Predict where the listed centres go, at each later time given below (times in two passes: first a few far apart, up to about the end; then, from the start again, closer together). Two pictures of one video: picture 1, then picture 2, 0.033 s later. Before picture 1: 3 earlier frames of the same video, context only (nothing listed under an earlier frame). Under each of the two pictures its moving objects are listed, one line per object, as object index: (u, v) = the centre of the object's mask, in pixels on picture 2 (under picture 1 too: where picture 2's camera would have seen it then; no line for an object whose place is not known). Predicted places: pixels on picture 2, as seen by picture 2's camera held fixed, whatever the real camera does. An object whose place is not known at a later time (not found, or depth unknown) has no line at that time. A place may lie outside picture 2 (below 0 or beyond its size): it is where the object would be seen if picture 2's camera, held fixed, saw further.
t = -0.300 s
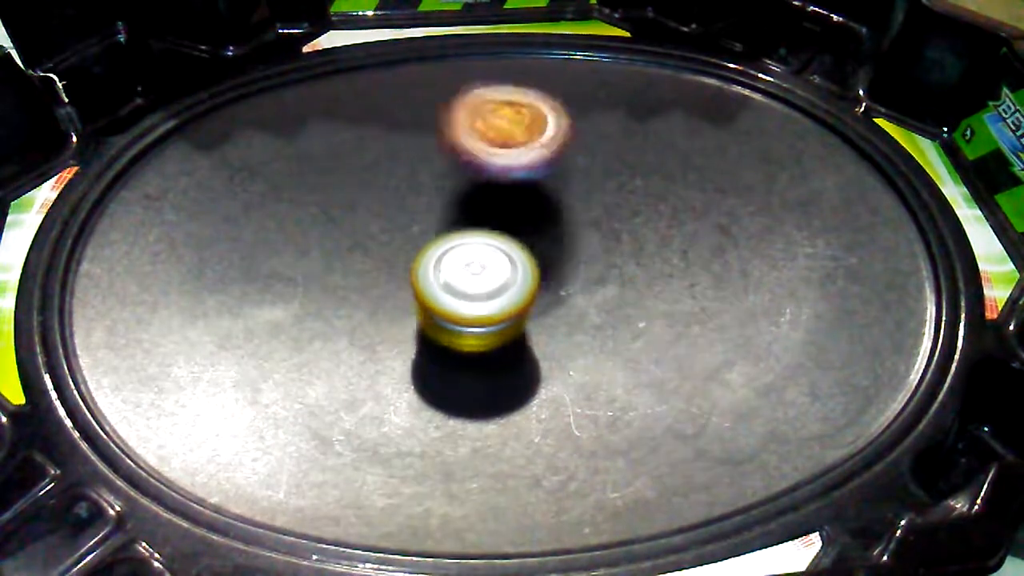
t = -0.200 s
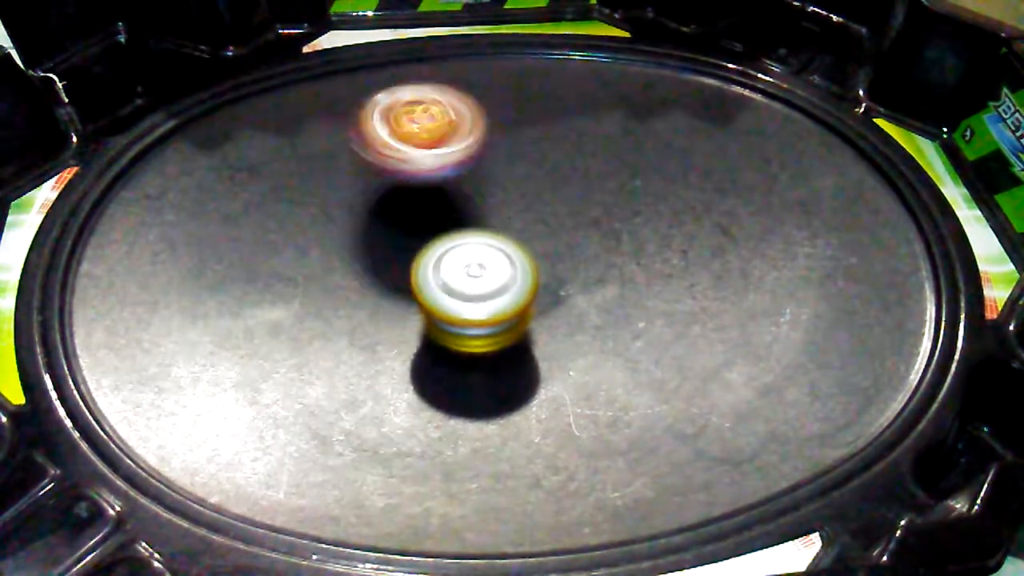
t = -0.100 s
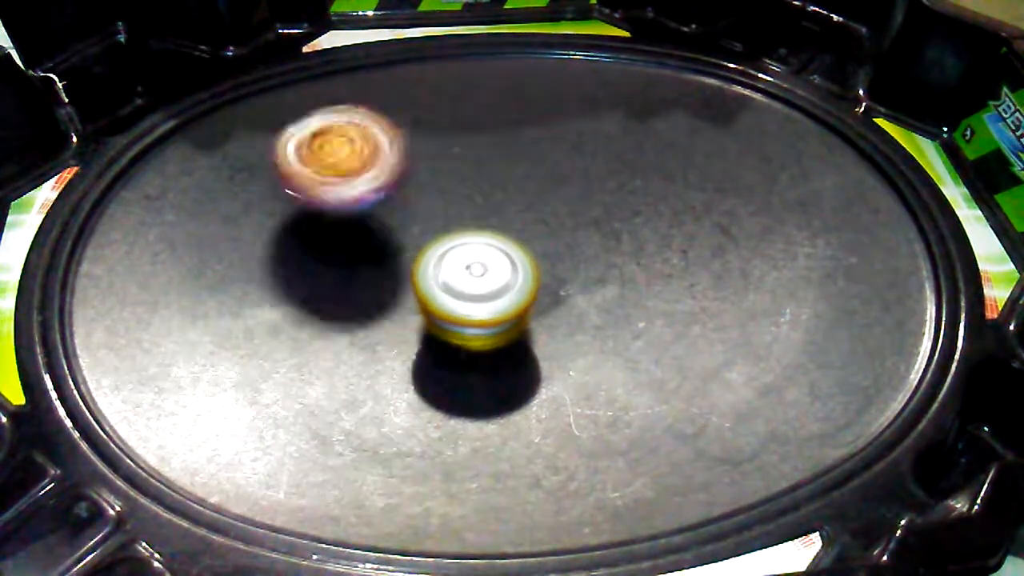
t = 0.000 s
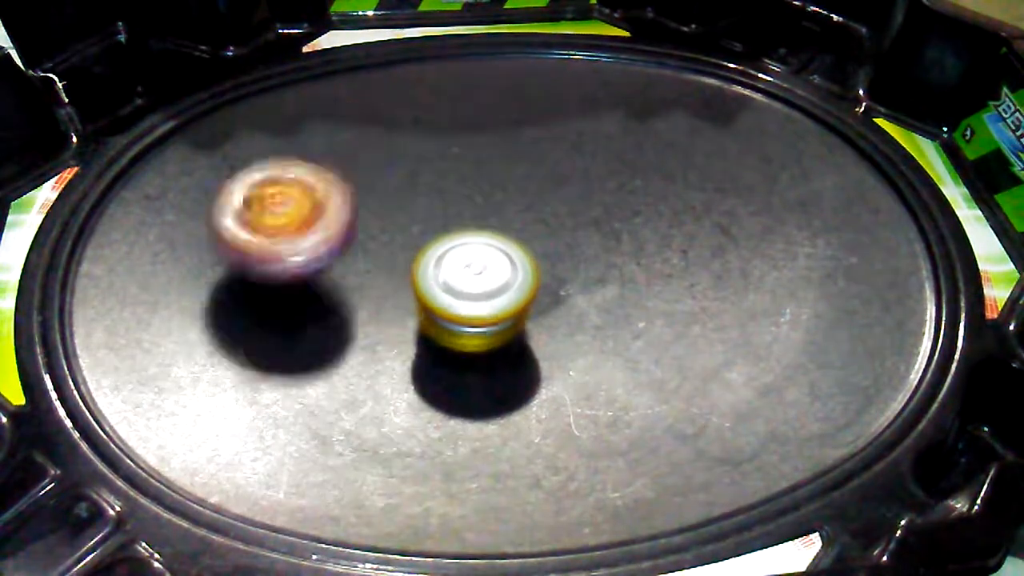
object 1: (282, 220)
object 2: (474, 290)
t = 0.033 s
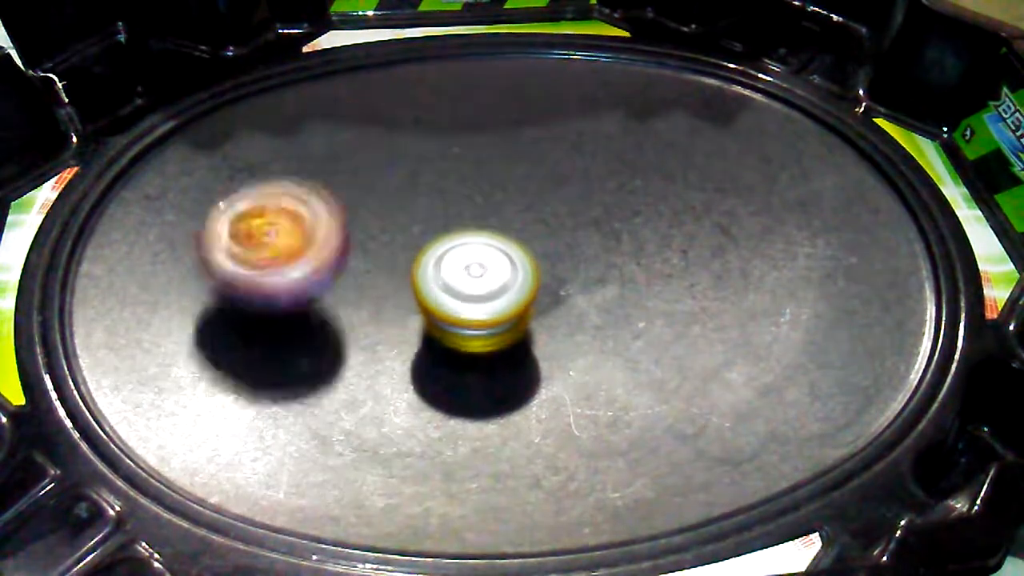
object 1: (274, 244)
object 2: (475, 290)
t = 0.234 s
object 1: (351, 384)
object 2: (475, 290)
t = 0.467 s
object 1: (599, 404)
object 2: (475, 290)
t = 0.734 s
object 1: (703, 244)
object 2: (474, 291)
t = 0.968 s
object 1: (559, 143)
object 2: (476, 290)
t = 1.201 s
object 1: (367, 180)
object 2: (474, 289)
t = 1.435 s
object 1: (290, 323)
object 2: (475, 291)
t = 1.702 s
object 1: (502, 420)
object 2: (475, 290)
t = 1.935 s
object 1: (664, 302)
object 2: (474, 289)
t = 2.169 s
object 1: (592, 168)
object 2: (476, 291)
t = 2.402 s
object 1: (421, 144)
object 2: (473, 291)
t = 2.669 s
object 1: (319, 295)
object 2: (475, 291)
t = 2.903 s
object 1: (472, 407)
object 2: (473, 286)
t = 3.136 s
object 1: (663, 356)
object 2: (474, 288)
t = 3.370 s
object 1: (639, 212)
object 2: (475, 288)
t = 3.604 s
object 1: (478, 155)
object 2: (476, 289)
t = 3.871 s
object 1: (307, 236)
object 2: (473, 290)
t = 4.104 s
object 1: (360, 376)
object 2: (474, 289)
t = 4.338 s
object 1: (567, 381)
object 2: (472, 288)
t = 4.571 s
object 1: (661, 260)
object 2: (473, 291)
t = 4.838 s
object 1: (544, 153)
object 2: (475, 288)
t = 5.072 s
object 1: (383, 199)
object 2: (475, 289)
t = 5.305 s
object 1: (324, 317)
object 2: (483, 313)
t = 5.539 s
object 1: (369, 411)
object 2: (517, 319)
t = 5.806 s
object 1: (428, 386)
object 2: (578, 293)
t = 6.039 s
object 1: (390, 318)
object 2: (639, 261)
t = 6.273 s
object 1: (371, 232)
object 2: (637, 265)
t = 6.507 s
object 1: (376, 185)
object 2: (561, 259)
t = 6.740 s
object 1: (351, 148)
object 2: (570, 298)
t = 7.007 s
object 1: (353, 171)
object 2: (578, 338)
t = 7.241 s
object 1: (394, 255)
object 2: (524, 314)
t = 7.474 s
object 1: (359, 272)
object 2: (541, 298)
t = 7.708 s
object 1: (371, 259)
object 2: (567, 308)
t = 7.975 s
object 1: (448, 287)
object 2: (566, 302)
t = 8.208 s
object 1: (398, 272)
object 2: (563, 314)
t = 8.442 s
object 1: (404, 284)
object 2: (535, 306)
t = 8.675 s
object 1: (416, 285)
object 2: (530, 288)
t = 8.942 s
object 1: (416, 287)
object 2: (547, 291)
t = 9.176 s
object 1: (416, 288)
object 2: (547, 281)
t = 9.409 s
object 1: (416, 288)
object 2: (551, 280)
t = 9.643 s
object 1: (416, 288)
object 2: (553, 279)
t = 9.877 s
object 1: (416, 288)
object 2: (553, 280)
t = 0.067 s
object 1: (267, 268)
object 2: (474, 289)
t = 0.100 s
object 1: (271, 295)
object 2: (475, 290)
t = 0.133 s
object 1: (284, 321)
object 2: (475, 288)
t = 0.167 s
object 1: (300, 346)
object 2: (475, 290)
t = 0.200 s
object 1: (325, 368)
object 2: (475, 288)
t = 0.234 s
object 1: (351, 384)
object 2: (475, 290)
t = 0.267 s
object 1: (382, 398)
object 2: (476, 289)
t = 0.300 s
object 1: (418, 411)
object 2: (475, 289)
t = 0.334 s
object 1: (458, 418)
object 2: (475, 288)
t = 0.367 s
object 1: (492, 418)
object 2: (474, 289)
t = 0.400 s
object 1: (528, 416)
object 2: (475, 290)
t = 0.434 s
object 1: (560, 412)
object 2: (474, 290)
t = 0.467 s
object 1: (599, 404)
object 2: (475, 290)
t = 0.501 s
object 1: (633, 392)
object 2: (474, 289)
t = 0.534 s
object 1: (656, 375)
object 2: (475, 291)
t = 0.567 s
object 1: (678, 356)
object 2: (474, 288)
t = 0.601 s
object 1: (695, 337)
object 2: (474, 290)
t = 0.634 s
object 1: (706, 312)
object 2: (475, 288)
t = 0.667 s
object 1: (711, 288)
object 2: (474, 291)
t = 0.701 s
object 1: (710, 266)
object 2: (475, 289)
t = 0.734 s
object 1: (703, 244)
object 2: (474, 291)
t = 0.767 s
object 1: (694, 222)
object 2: (475, 289)
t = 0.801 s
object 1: (678, 202)
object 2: (474, 291)
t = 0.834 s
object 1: (657, 186)
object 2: (476, 290)
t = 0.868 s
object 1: (635, 171)
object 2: (474, 291)
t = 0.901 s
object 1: (610, 159)
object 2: (475, 291)
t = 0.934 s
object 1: (585, 149)
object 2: (473, 291)
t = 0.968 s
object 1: (559, 143)
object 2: (476, 290)
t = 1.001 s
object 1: (529, 141)
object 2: (474, 289)
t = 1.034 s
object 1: (500, 141)
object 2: (476, 290)
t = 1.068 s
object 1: (473, 144)
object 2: (474, 289)
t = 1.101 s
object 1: (445, 147)
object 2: (475, 290)
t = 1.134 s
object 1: (417, 156)
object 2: (473, 289)
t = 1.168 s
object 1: (392, 167)
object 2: (475, 291)
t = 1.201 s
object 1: (367, 180)
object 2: (474, 289)
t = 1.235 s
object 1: (345, 196)
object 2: (475, 291)
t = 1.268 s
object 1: (325, 213)
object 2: (474, 289)
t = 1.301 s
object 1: (307, 234)
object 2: (475, 291)
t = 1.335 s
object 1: (296, 255)
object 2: (474, 289)
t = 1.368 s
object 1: (289, 279)
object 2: (475, 291)
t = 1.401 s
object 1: (289, 302)
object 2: (474, 288)
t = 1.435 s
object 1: (290, 323)
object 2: (475, 291)
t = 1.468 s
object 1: (301, 350)
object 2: (475, 289)
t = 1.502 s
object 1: (317, 370)
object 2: (475, 291)
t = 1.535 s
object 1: (343, 393)
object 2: (475, 288)
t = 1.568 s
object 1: (365, 403)
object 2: (475, 290)
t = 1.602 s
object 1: (401, 415)
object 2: (474, 288)
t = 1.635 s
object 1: (433, 421)
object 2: (475, 291)
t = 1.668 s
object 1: (476, 424)
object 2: (474, 288)
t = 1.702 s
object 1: (502, 420)
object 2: (475, 290)
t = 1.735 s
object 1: (535, 414)
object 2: (474, 288)
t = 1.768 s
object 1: (572, 401)
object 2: (475, 290)
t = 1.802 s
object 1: (601, 388)
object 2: (474, 288)
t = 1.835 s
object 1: (625, 370)
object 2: (475, 290)
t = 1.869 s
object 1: (643, 348)
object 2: (474, 289)
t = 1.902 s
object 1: (656, 323)
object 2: (475, 291)
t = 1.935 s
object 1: (664, 302)
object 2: (474, 289)
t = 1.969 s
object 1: (662, 278)
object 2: (475, 290)
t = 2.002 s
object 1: (660, 257)
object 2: (474, 289)
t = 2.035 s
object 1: (652, 234)
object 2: (476, 291)
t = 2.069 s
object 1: (641, 215)
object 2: (474, 289)
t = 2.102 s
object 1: (627, 198)
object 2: (476, 290)
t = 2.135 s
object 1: (611, 182)
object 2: (474, 290)
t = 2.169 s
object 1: (592, 168)
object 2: (476, 291)
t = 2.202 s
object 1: (571, 157)
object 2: (474, 290)
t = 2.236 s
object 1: (548, 146)
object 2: (476, 290)
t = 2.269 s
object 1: (524, 140)
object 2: (474, 291)
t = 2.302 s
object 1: (500, 135)
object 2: (477, 290)
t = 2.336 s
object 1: (472, 136)
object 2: (474, 290)
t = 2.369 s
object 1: (446, 138)
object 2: (476, 289)
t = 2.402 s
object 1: (421, 144)
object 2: (473, 291)
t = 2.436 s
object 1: (394, 153)
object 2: (475, 289)
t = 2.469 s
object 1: (371, 166)
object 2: (474, 291)
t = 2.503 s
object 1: (350, 183)
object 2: (476, 289)
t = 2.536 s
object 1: (336, 203)
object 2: (474, 290)
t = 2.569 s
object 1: (323, 223)
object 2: (475, 288)
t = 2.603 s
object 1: (316, 246)
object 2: (475, 291)
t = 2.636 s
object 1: (315, 271)
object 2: (475, 288)
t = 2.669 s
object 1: (319, 295)
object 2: (475, 291)
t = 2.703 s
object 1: (327, 315)
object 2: (474, 288)
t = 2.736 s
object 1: (343, 339)
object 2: (476, 290)
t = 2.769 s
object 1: (363, 359)
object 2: (476, 287)
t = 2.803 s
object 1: (386, 375)
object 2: (478, 287)
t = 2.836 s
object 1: (410, 388)
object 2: (476, 284)
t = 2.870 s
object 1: (438, 400)
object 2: (477, 284)
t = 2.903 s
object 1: (472, 407)
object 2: (473, 286)
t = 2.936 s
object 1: (496, 408)
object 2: (475, 285)
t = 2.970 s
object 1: (530, 411)
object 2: (473, 289)
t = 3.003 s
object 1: (563, 404)
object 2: (475, 288)
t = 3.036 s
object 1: (589, 398)
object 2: (474, 290)
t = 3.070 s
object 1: (619, 388)
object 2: (474, 288)
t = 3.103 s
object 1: (646, 373)
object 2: (474, 291)
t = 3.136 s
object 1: (663, 356)
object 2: (474, 288)
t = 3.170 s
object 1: (675, 335)
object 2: (475, 291)
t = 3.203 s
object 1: (683, 312)
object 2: (473, 289)
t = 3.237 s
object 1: (686, 289)
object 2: (476, 290)
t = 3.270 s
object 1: (678, 269)
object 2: (473, 290)
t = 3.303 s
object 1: (671, 248)
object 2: (476, 289)
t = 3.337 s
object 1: (657, 228)
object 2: (473, 290)
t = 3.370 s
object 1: (639, 212)
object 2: (475, 288)
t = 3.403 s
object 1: (621, 198)
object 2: (474, 291)
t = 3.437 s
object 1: (599, 183)
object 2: (474, 288)
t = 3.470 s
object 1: (577, 174)
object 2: (475, 291)
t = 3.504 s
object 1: (552, 167)
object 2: (474, 289)
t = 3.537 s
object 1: (528, 161)
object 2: (475, 290)
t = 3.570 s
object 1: (505, 157)
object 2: (473, 290)
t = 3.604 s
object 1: (478, 155)
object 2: (476, 289)
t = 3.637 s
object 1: (452, 157)
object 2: (474, 290)
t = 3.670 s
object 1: (428, 160)
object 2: (475, 288)
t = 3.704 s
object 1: (402, 167)
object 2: (474, 291)
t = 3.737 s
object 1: (381, 174)
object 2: (474, 288)
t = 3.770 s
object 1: (358, 186)
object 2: (475, 291)
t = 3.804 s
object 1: (338, 200)
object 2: (473, 289)
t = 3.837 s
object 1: (321, 216)
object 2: (476, 291)
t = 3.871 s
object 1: (307, 236)
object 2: (473, 290)
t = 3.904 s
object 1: (298, 255)
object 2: (476, 289)
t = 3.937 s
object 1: (293, 276)
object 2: (474, 291)
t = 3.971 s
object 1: (295, 299)
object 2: (475, 288)
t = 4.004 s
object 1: (301, 319)
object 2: (475, 291)
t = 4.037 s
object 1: (312, 340)
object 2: (474, 288)
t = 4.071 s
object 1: (334, 359)
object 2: (476, 290)
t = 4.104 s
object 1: (360, 376)
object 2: (474, 289)
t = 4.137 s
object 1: (385, 386)
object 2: (477, 288)
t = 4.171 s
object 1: (414, 397)
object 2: (476, 287)
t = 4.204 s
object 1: (452, 399)
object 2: (475, 284)
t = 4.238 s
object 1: (478, 400)
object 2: (474, 283)
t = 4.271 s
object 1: (510, 398)
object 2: (472, 283)
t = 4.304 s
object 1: (540, 389)
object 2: (473, 285)
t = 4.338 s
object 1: (567, 381)
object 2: (472, 288)
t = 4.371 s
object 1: (594, 370)
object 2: (475, 289)
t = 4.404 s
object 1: (614, 353)
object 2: (473, 291)
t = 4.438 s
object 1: (632, 339)
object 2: (475, 288)
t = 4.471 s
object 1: (647, 319)
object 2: (475, 291)
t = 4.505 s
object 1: (656, 300)
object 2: (473, 289)
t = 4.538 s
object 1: (660, 280)
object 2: (476, 290)
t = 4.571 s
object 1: (661, 260)
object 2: (473, 291)
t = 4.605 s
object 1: (658, 241)
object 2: (475, 289)
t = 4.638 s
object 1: (648, 223)
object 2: (474, 291)
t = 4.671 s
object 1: (640, 206)
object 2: (474, 288)
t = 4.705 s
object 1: (626, 192)
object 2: (475, 291)
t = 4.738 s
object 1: (608, 178)
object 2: (473, 289)
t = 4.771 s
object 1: (590, 167)
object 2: (476, 290)
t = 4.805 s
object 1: (569, 158)
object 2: (474, 290)
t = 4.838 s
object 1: (544, 153)
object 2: (475, 288)
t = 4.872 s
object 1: (520, 150)
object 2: (475, 291)
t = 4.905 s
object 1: (495, 150)
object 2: (473, 289)
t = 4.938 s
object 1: (470, 154)
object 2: (476, 290)
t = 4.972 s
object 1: (446, 161)
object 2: (473, 290)
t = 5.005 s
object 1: (422, 169)
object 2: (476, 288)
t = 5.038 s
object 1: (402, 184)
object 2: (474, 291)
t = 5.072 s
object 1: (383, 199)
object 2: (475, 289)
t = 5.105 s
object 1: (364, 209)
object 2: (479, 296)
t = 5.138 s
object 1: (350, 224)
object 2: (479, 299)
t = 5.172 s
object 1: (336, 240)
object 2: (484, 302)
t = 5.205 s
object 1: (324, 258)
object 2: (484, 306)
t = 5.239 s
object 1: (320, 277)
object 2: (484, 306)
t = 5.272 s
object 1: (319, 297)
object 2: (486, 312)
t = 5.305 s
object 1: (324, 317)
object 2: (483, 313)
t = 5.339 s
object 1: (334, 337)
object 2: (485, 315)
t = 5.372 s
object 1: (348, 351)
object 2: (484, 317)
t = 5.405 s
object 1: (354, 369)
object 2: (494, 315)
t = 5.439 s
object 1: (352, 384)
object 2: (505, 315)
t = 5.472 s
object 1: (353, 395)
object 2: (511, 316)
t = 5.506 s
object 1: (362, 406)
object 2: (515, 318)
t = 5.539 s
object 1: (369, 411)
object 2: (517, 319)
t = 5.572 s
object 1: (381, 419)
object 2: (517, 319)
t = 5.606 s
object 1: (395, 418)
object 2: (520, 319)
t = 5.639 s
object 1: (408, 417)
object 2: (522, 319)
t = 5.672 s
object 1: (425, 411)
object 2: (524, 318)
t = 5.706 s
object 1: (439, 404)
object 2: (526, 316)
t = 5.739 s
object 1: (442, 392)
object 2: (533, 311)
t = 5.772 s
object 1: (436, 388)
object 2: (561, 304)
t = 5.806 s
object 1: (428, 386)
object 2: (578, 293)
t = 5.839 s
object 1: (423, 382)
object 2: (591, 287)
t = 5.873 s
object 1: (417, 376)
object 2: (602, 279)
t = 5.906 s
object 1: (412, 369)
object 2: (613, 273)
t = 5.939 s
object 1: (407, 358)
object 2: (620, 269)
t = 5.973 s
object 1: (401, 346)
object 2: (629, 264)
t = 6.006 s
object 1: (395, 332)
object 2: (636, 262)
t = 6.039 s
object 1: (390, 318)
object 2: (639, 261)
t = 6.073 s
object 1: (385, 305)
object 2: (642, 260)
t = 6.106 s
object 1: (381, 292)
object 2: (643, 261)
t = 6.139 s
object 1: (379, 280)
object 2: (642, 262)
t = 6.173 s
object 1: (377, 266)
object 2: (643, 261)
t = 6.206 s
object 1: (375, 257)
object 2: (643, 263)
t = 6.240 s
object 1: (373, 244)
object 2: (641, 264)
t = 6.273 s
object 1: (371, 232)
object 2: (637, 265)
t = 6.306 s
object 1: (370, 221)
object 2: (632, 266)
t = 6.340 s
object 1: (369, 211)
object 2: (623, 267)
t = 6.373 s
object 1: (369, 202)
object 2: (612, 266)
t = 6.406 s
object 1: (369, 195)
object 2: (601, 265)
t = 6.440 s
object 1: (371, 190)
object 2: (589, 265)
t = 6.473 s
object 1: (374, 187)
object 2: (575, 262)
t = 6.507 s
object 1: (376, 185)
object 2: (561, 259)
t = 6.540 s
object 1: (379, 186)
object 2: (546, 257)
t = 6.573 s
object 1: (385, 187)
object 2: (534, 255)
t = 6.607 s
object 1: (393, 190)
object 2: (520, 251)
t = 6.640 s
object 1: (393, 187)
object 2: (523, 258)
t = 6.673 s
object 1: (375, 168)
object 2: (542, 273)
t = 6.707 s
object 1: (361, 159)
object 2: (559, 289)
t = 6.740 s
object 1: (351, 148)
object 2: (570, 298)
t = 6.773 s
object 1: (348, 145)
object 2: (574, 309)
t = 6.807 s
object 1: (344, 144)
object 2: (579, 316)
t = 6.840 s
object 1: (339, 143)
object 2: (583, 321)
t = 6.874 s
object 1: (339, 144)
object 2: (583, 328)
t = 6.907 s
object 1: (339, 147)
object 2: (584, 332)
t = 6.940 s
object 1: (340, 152)
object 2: (583, 334)
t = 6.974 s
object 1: (347, 161)
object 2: (581, 337)
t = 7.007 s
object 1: (353, 171)
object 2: (578, 338)
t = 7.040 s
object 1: (359, 180)
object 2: (572, 338)
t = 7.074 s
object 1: (368, 193)
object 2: (566, 338)
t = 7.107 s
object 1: (374, 205)
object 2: (559, 336)
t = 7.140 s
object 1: (379, 216)
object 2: (552, 333)
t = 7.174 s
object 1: (386, 228)
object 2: (544, 328)
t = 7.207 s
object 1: (391, 243)
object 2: (534, 321)
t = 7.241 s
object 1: (394, 255)
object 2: (524, 314)
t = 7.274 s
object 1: (399, 266)
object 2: (519, 306)
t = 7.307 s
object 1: (395, 276)
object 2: (522, 303)
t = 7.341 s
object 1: (387, 277)
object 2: (521, 301)
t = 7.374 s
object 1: (383, 281)
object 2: (521, 298)
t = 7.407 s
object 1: (378, 281)
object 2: (522, 297)
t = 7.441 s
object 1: (367, 277)
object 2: (535, 298)
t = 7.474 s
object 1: (359, 272)
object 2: (541, 298)
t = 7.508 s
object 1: (354, 270)
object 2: (547, 301)
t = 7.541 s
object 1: (352, 261)
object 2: (552, 301)
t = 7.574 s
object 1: (350, 259)
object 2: (559, 299)
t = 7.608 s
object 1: (351, 255)
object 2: (564, 301)
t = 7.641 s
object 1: (358, 258)
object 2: (565, 307)
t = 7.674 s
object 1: (363, 264)
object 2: (565, 310)
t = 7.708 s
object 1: (371, 259)
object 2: (567, 308)
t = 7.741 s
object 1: (382, 256)
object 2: (571, 307)
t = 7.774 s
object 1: (393, 260)
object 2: (574, 308)
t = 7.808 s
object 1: (405, 268)
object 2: (574, 312)
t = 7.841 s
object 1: (415, 272)
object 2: (571, 311)
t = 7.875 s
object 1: (427, 276)
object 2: (567, 308)
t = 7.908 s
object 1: (437, 279)
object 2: (565, 305)
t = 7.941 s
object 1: (445, 283)
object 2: (565, 304)
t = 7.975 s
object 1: (448, 287)
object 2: (566, 302)
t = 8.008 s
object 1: (446, 283)
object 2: (568, 304)
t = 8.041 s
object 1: (440, 280)
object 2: (567, 305)
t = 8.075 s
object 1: (434, 280)
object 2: (564, 306)
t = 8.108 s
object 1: (430, 278)
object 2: (559, 307)
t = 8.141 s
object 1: (419, 277)
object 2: (561, 311)
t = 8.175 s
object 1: (407, 274)
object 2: (563, 312)
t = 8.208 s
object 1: (398, 272)
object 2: (563, 314)
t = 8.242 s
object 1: (392, 274)
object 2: (560, 314)
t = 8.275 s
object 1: (388, 273)
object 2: (558, 314)
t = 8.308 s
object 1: (387, 272)
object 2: (555, 314)
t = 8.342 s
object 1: (388, 272)
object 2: (550, 314)
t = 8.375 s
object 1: (392, 276)
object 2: (549, 311)
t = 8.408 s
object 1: (399, 279)
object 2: (541, 310)
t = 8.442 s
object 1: (404, 284)
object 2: (535, 306)
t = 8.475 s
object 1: (406, 288)
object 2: (535, 302)
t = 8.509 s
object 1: (407, 292)
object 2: (533, 298)
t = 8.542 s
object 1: (409, 290)
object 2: (533, 295)
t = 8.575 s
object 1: (413, 286)
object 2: (535, 292)
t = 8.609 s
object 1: (416, 283)
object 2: (533, 288)
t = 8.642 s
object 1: (416, 284)
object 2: (530, 286)
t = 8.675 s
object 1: (416, 285)
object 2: (530, 288)
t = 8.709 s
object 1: (416, 286)
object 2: (534, 289)
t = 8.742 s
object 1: (416, 287)
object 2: (541, 290)
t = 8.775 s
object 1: (416, 288)
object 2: (544, 290)
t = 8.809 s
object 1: (415, 290)
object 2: (545, 289)
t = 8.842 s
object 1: (415, 290)
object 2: (548, 290)
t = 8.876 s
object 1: (416, 289)
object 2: (548, 291)
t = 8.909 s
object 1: (416, 288)
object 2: (548, 291)
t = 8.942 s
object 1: (416, 287)
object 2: (547, 291)
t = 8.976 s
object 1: (416, 287)
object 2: (546, 291)
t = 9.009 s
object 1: (416, 288)
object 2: (545, 289)
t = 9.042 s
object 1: (416, 289)
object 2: (544, 286)
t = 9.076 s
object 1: (416, 289)
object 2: (545, 285)
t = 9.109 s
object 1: (416, 288)
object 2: (545, 283)
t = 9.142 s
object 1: (416, 288)
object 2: (546, 282)
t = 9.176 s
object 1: (416, 288)
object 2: (547, 281)
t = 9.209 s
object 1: (416, 288)
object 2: (548, 281)
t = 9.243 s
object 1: (416, 288)
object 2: (549, 280)
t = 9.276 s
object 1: (416, 288)
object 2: (549, 281)
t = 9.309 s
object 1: (416, 288)
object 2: (550, 280)
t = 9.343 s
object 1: (416, 288)
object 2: (550, 280)
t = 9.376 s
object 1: (416, 288)
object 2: (550, 280)
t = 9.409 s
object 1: (416, 288)
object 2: (551, 280)
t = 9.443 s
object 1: (416, 288)
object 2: (552, 280)
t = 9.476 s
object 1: (416, 288)
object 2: (553, 280)
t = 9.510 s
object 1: (416, 288)
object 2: (553, 280)
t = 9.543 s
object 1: (416, 288)
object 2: (553, 280)
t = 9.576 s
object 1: (416, 288)
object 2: (553, 280)
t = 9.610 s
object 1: (416, 288)
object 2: (553, 279)
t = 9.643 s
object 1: (416, 288)
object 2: (553, 279)
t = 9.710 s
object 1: (416, 288)
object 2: (553, 279)
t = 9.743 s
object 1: (416, 288)
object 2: (552, 279)
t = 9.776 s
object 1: (416, 288)
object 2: (552, 279)
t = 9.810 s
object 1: (416, 288)
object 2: (553, 279)
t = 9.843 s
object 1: (416, 288)
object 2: (553, 279)
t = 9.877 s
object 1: (416, 288)
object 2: (553, 280)
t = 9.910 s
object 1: (416, 288)
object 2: (553, 280)
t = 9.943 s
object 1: (417, 288)
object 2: (553, 279)
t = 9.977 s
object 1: (417, 288)
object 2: (553, 280)
